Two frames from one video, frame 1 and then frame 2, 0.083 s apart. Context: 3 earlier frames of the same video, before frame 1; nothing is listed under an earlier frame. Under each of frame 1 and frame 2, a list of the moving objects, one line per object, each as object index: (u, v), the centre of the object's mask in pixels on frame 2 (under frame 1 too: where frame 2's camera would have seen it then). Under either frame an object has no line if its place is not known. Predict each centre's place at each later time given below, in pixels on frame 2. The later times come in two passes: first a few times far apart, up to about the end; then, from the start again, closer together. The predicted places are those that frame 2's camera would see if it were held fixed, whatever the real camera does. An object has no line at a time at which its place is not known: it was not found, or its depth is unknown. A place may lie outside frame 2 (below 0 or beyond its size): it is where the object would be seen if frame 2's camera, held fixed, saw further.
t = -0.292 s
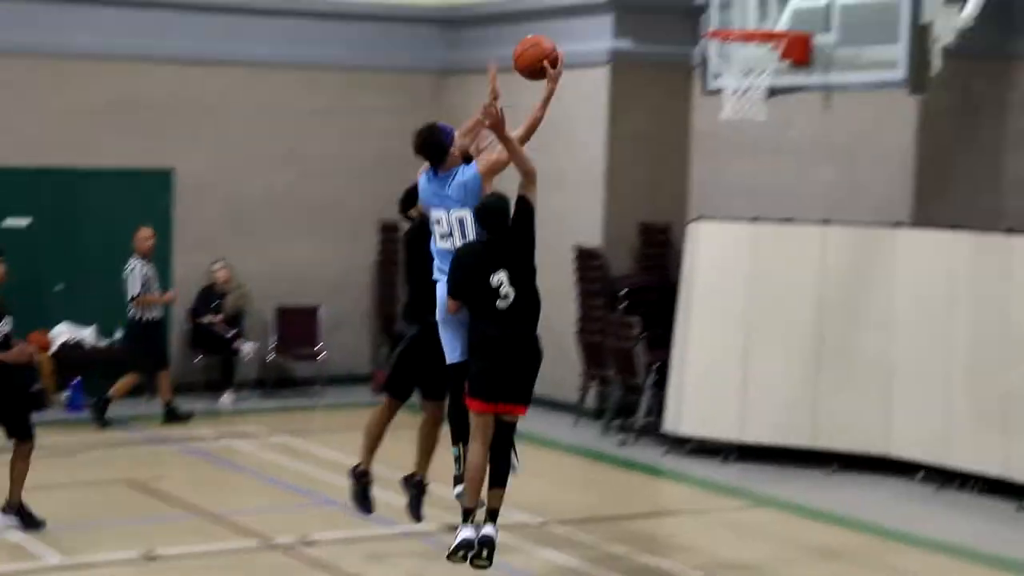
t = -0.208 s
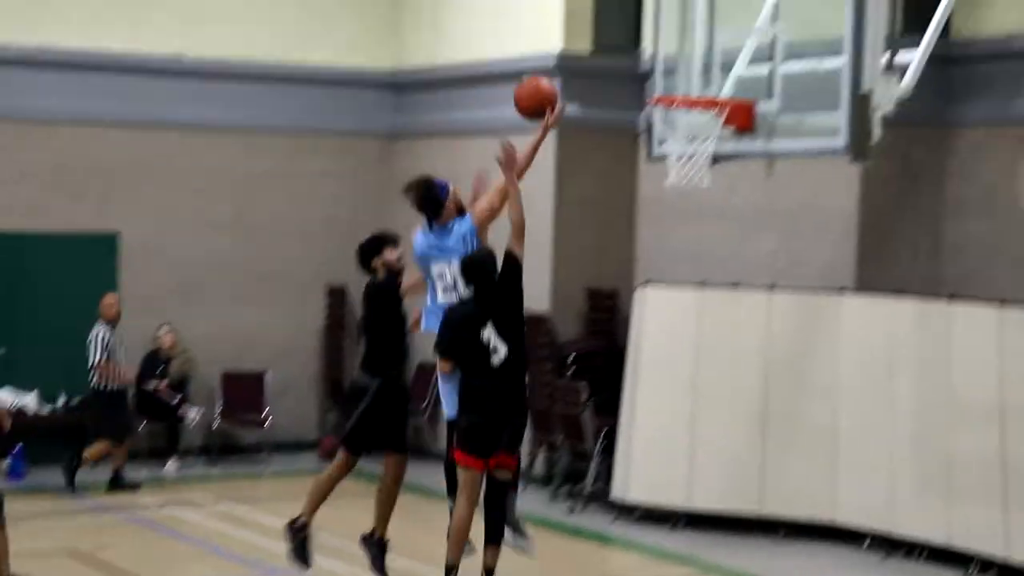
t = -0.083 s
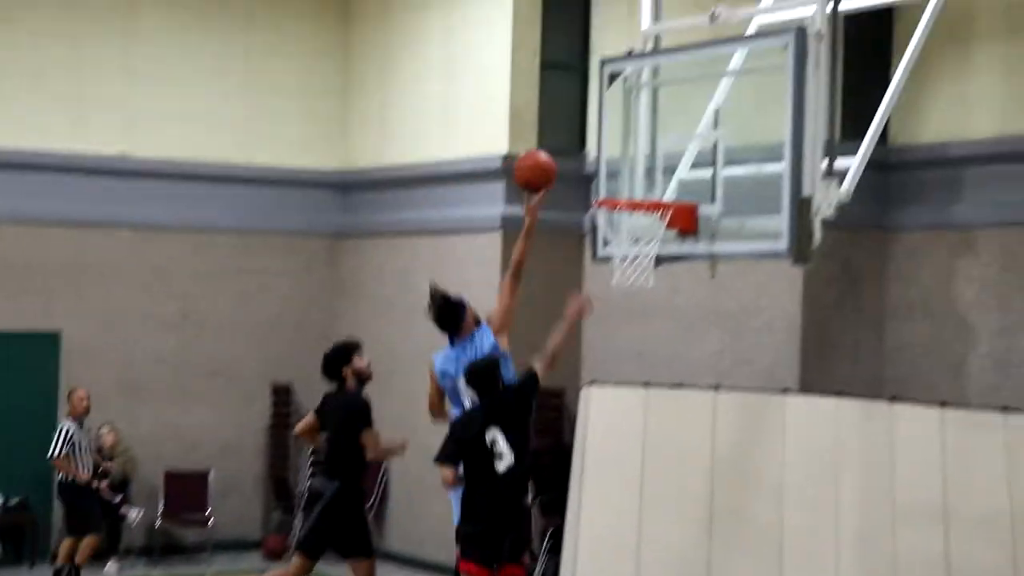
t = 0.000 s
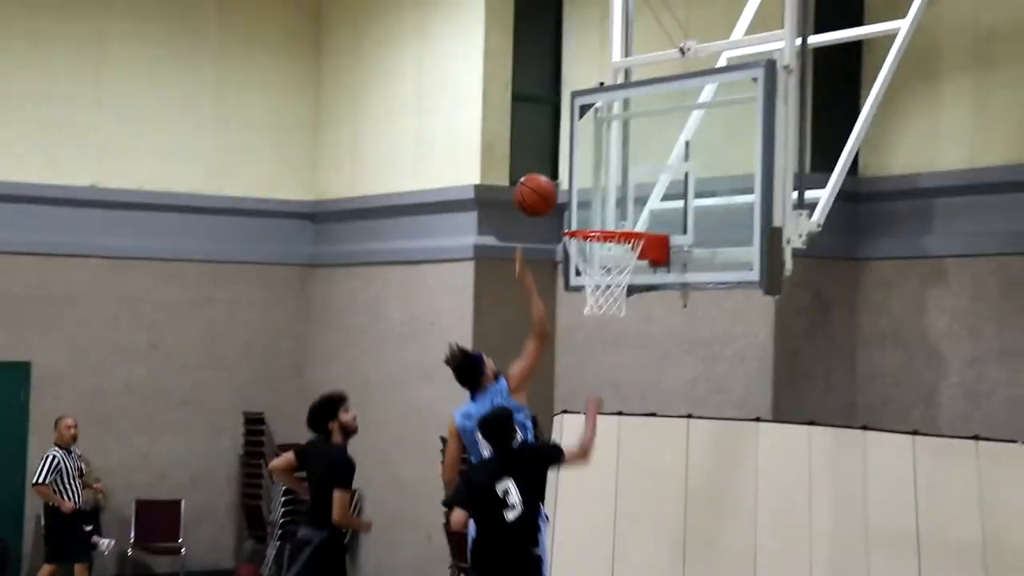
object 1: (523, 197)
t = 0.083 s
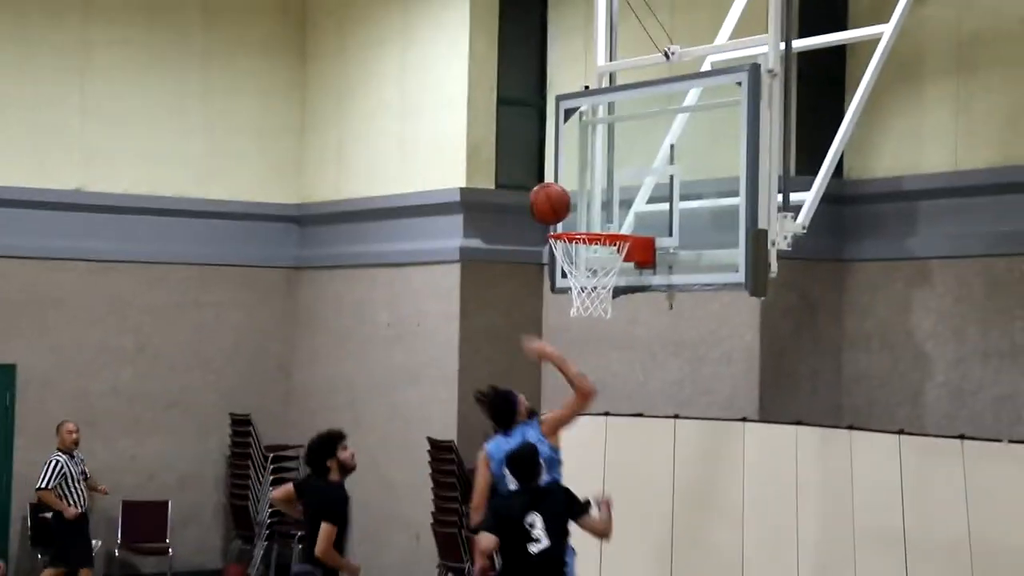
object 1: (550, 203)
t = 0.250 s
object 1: (599, 252)
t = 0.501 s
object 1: (601, 337)
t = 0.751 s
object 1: (590, 521)
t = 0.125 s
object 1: (563, 210)
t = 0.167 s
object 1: (576, 217)
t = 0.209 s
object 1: (589, 231)
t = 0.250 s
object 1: (599, 252)
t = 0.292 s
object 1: (608, 261)
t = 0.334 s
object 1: (602, 272)
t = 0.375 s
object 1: (601, 286)
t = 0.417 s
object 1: (605, 301)
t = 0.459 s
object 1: (603, 318)
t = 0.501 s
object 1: (601, 337)
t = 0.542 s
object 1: (599, 360)
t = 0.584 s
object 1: (597, 386)
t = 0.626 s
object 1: (595, 415)
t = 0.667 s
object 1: (592, 448)
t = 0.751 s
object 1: (590, 521)
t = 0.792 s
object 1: (589, 562)
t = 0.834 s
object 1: (588, 609)
